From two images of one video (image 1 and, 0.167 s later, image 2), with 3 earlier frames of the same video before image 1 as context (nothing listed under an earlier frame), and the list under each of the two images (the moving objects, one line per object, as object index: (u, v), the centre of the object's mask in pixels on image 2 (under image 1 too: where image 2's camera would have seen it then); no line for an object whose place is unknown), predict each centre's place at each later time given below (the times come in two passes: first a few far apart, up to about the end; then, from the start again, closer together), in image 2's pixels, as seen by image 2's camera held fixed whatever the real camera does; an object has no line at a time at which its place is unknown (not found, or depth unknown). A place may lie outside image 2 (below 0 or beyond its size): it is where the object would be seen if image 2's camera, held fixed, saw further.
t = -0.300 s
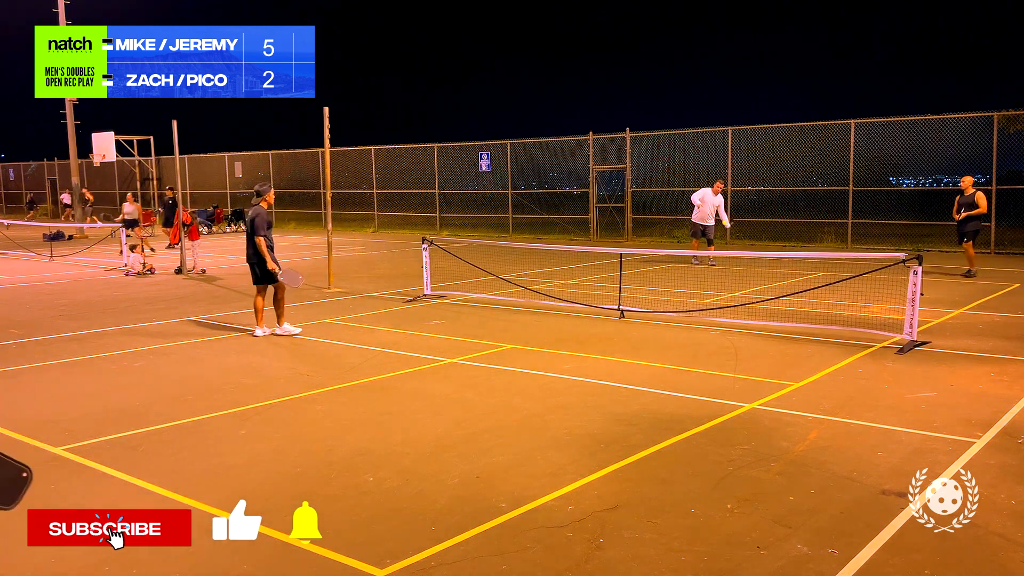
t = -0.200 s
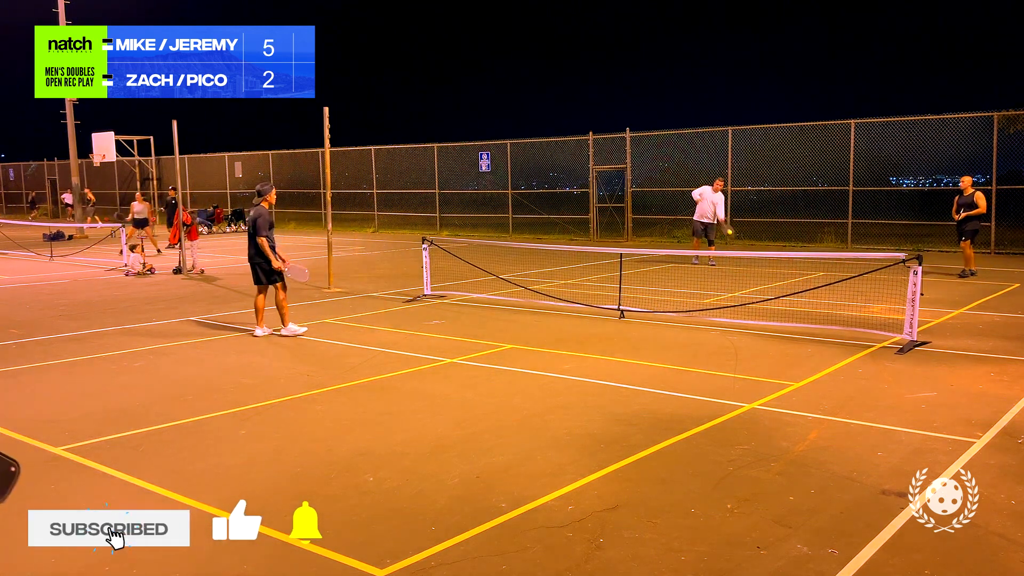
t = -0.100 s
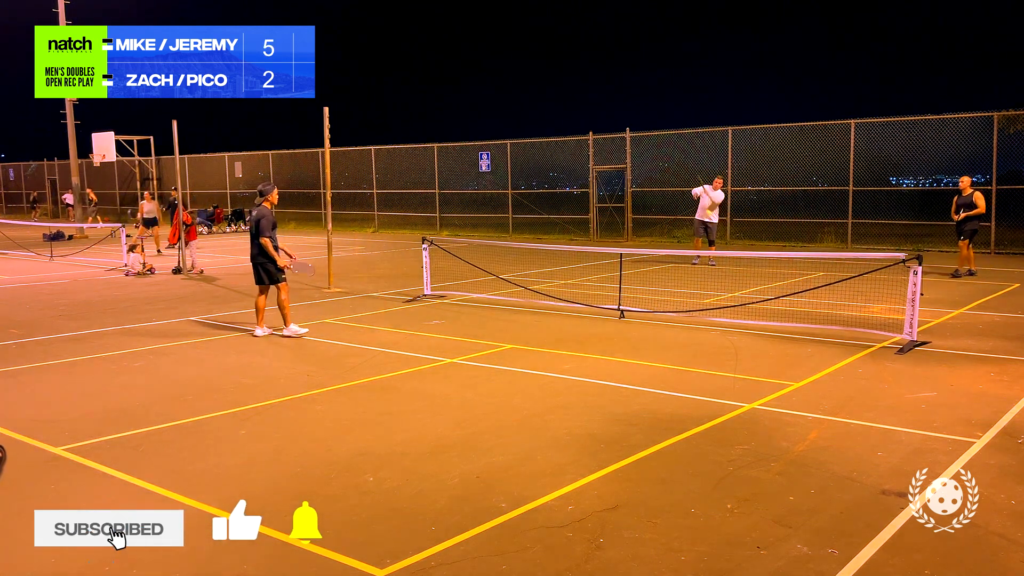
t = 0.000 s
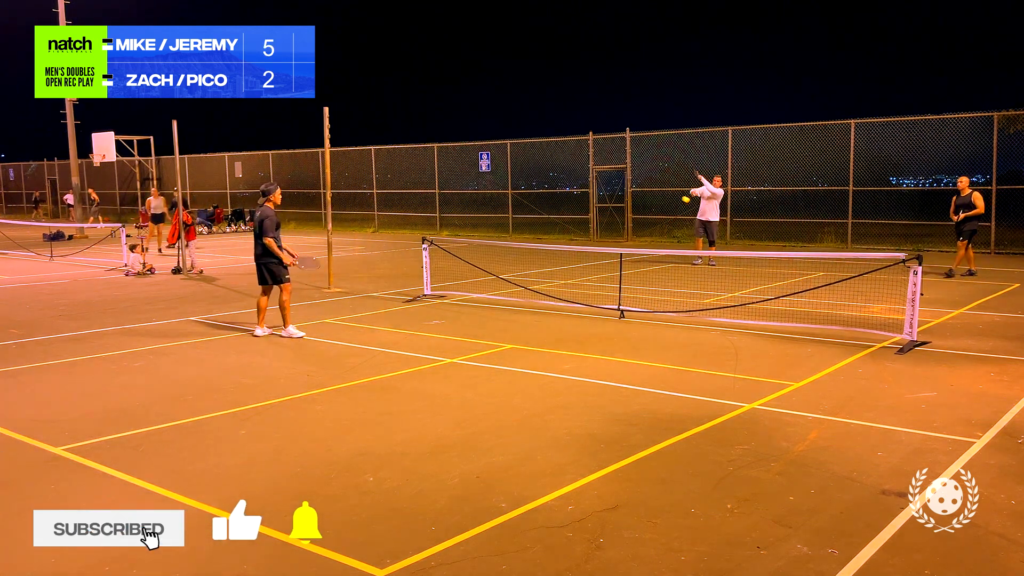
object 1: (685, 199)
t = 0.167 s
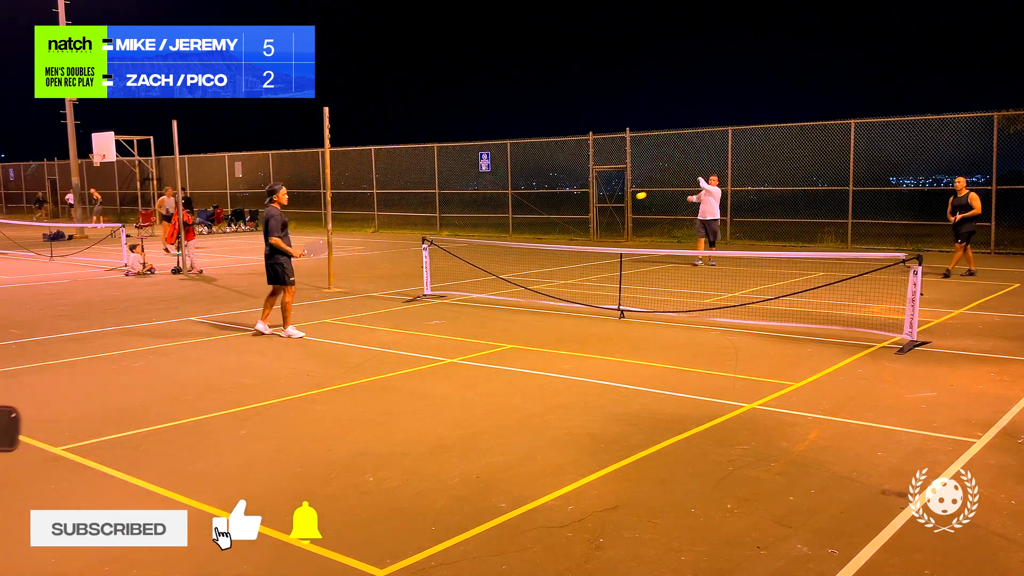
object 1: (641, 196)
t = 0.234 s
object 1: (620, 203)
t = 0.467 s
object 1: (531, 287)
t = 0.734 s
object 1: (382, 422)
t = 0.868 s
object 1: (283, 425)
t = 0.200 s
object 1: (631, 199)
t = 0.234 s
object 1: (620, 203)
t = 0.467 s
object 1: (531, 287)
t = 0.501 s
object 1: (515, 310)
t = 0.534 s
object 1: (499, 335)
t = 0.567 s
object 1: (479, 367)
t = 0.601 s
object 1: (460, 403)
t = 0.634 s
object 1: (439, 439)
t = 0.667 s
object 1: (421, 434)
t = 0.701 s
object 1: (402, 427)
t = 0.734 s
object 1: (382, 422)
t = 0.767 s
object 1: (360, 419)
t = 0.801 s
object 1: (336, 418)
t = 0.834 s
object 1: (311, 420)
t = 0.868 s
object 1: (283, 425)
